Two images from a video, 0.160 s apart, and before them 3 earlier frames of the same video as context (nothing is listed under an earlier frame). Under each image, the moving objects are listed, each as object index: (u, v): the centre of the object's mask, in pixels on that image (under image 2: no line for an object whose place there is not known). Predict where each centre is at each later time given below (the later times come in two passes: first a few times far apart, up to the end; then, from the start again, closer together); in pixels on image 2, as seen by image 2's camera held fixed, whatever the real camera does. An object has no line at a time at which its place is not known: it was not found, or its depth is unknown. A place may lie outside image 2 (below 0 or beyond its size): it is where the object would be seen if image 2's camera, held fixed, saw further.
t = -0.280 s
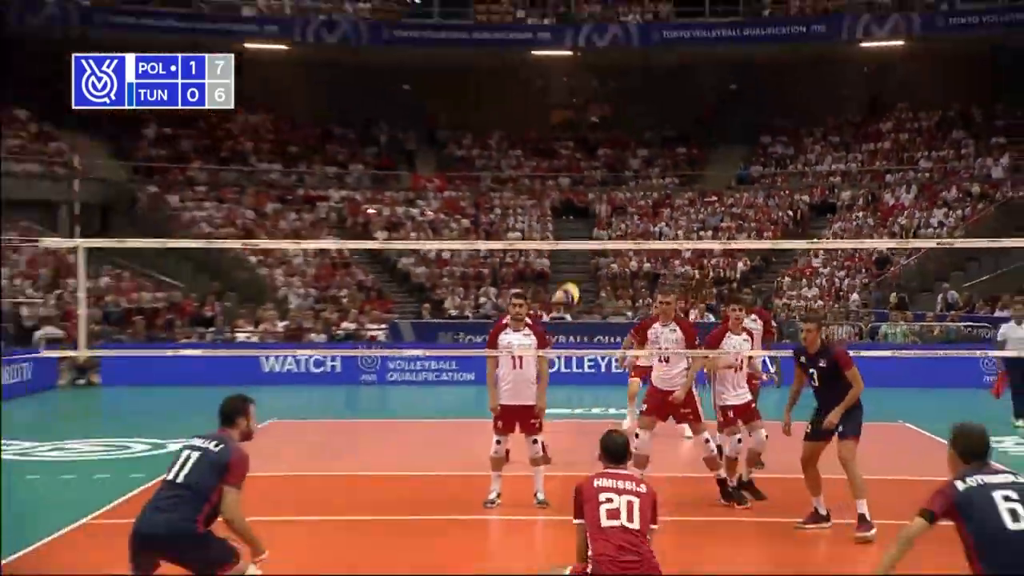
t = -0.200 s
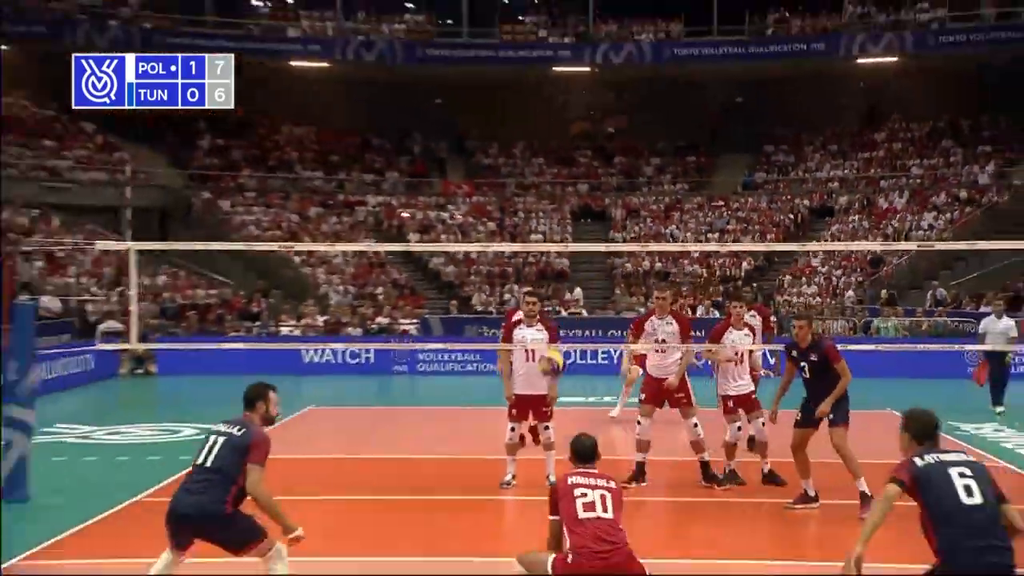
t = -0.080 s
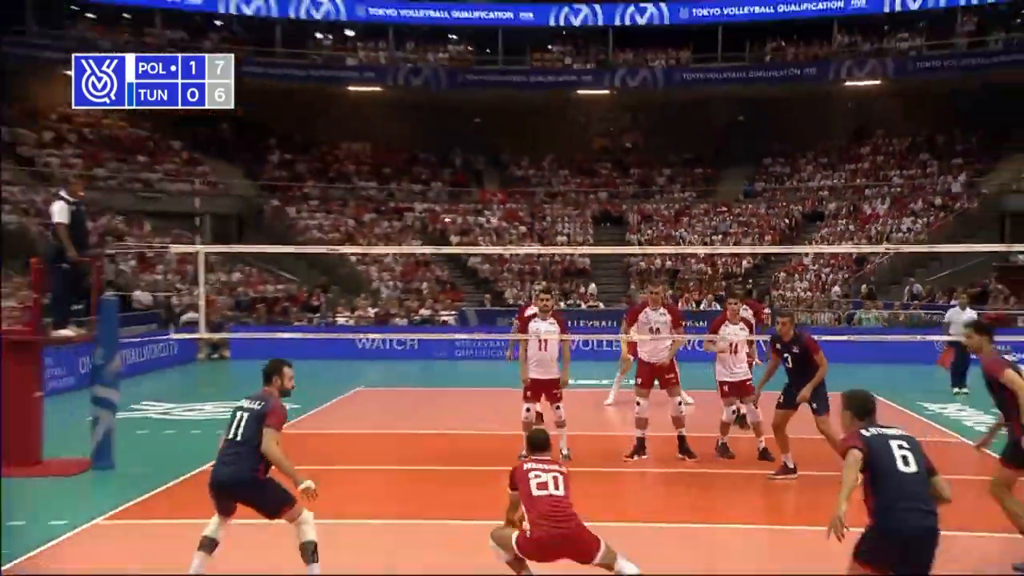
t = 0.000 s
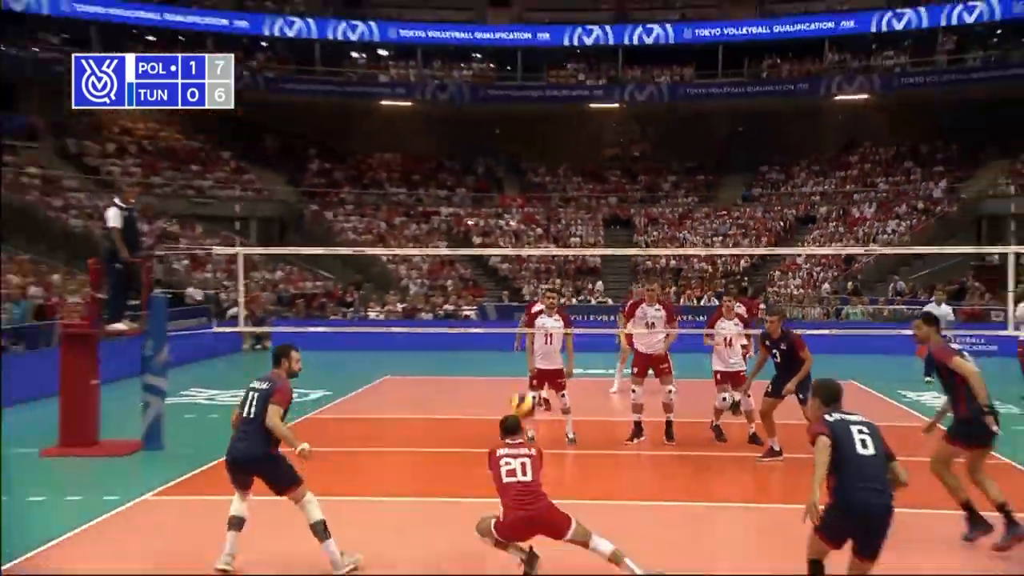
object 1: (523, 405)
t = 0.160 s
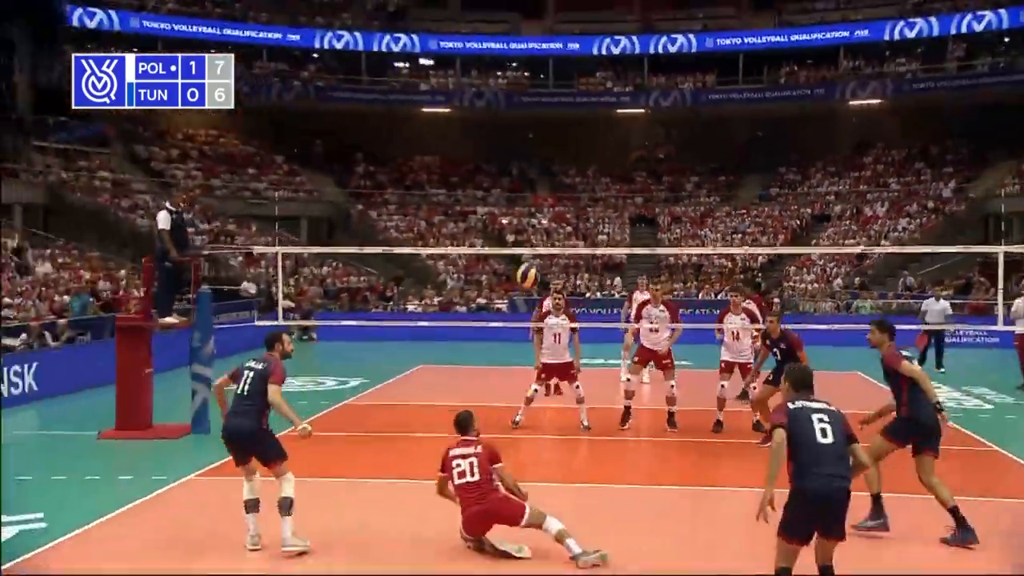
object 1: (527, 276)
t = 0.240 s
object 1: (516, 232)
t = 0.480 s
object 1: (483, 151)
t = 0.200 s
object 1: (521, 250)
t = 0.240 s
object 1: (516, 232)
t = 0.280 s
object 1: (510, 213)
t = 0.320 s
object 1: (505, 196)
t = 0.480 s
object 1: (483, 151)
